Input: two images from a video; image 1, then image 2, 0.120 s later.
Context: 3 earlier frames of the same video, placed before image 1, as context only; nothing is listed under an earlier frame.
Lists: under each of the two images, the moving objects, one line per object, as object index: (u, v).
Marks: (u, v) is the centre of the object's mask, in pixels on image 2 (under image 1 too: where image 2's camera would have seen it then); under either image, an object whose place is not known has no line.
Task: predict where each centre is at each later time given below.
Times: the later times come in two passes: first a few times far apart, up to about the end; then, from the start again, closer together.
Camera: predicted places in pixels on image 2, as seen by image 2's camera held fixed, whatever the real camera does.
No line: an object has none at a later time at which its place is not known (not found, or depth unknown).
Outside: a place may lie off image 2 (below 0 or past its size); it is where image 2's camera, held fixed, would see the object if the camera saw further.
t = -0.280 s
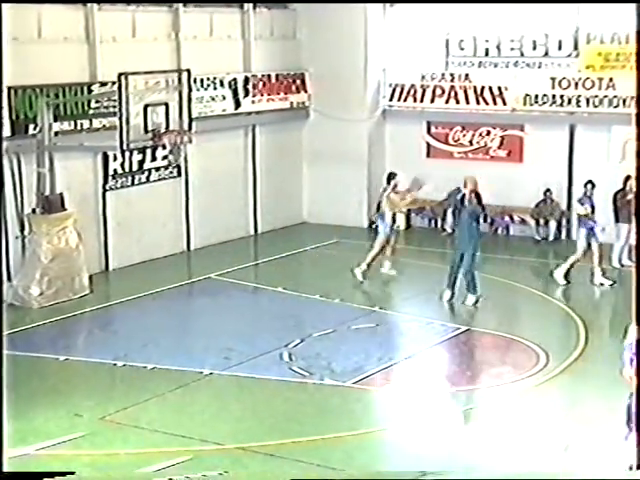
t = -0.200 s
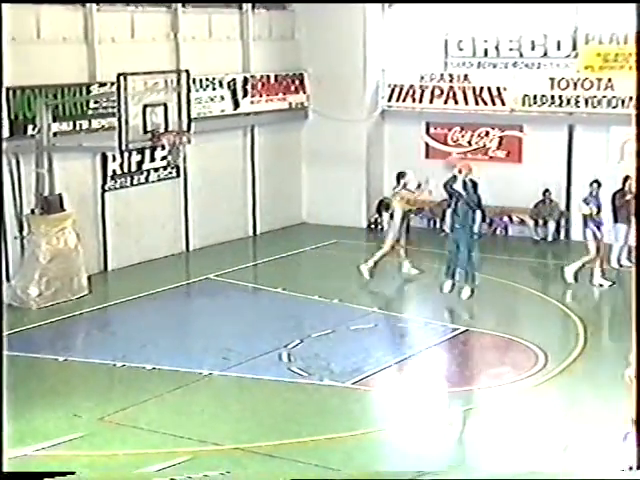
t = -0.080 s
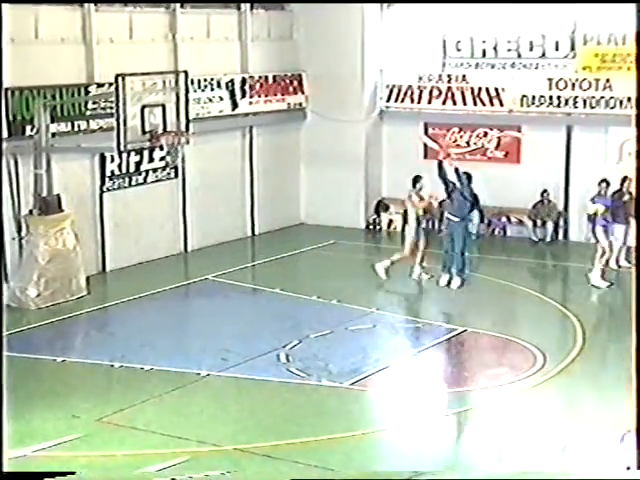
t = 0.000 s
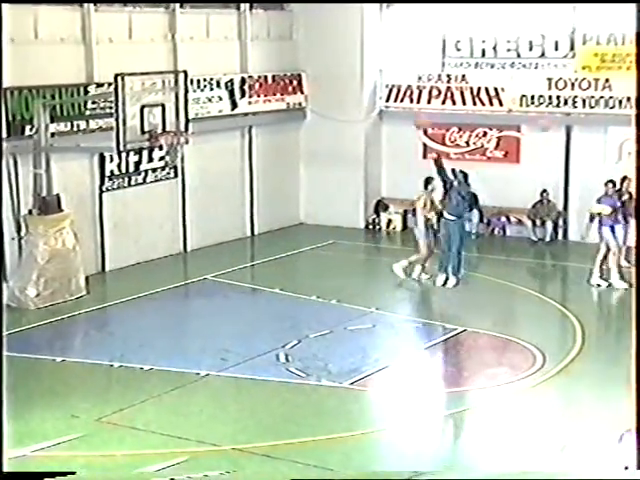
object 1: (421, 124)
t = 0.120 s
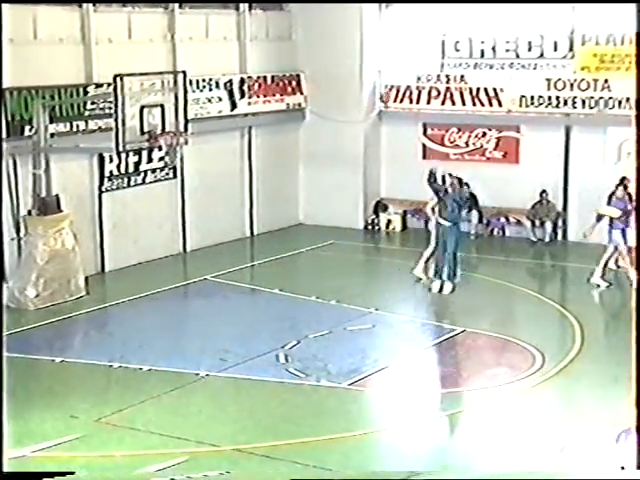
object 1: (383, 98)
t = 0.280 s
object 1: (337, 76)
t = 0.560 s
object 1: (255, 76)
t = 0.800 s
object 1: (190, 120)
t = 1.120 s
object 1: (161, 180)
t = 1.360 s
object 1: (159, 248)
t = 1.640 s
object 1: (164, 297)
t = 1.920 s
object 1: (178, 231)
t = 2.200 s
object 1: (195, 216)
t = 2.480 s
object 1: (213, 251)
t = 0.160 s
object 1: (373, 91)
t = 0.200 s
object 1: (360, 85)
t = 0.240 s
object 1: (349, 80)
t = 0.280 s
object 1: (337, 76)
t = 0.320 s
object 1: (326, 73)
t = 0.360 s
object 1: (314, 72)
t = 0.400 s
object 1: (303, 71)
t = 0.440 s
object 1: (290, 73)
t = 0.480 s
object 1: (278, 70)
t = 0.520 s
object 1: (267, 74)
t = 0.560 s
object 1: (255, 76)
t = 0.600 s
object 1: (246, 79)
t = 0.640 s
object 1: (234, 86)
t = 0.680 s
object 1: (223, 93)
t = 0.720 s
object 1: (212, 100)
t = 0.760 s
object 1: (198, 109)
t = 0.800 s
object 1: (190, 120)
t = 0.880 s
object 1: (166, 140)
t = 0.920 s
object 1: (164, 145)
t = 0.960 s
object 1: (161, 152)
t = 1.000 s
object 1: (162, 157)
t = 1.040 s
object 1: (162, 165)
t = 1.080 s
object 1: (162, 172)
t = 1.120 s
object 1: (161, 180)
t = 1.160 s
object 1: (159, 188)
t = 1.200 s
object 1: (159, 198)
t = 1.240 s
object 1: (159, 208)
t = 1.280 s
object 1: (159, 220)
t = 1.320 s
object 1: (158, 233)
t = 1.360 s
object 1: (159, 248)
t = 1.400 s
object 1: (162, 263)
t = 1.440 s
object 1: (161, 279)
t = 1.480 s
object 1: (161, 296)
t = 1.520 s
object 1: (163, 313)
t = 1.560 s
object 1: (163, 324)
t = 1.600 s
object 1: (164, 309)
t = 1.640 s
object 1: (164, 297)
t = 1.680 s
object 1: (167, 283)
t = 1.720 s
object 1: (170, 271)
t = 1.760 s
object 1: (172, 263)
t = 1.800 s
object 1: (174, 253)
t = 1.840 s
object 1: (174, 245)
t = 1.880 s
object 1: (176, 237)
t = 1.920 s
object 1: (178, 231)
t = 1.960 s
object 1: (180, 225)
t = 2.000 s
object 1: (183, 221)
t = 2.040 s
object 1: (185, 218)
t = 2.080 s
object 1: (188, 216)
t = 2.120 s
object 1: (191, 216)
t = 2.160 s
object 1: (193, 215)
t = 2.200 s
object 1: (195, 216)
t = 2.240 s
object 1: (197, 218)
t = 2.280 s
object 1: (199, 221)
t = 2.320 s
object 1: (202, 225)
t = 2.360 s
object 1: (204, 230)
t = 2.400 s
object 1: (208, 236)
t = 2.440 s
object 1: (211, 245)
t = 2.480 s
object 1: (213, 251)
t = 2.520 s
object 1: (218, 262)
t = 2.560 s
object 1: (218, 270)
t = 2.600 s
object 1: (221, 284)
